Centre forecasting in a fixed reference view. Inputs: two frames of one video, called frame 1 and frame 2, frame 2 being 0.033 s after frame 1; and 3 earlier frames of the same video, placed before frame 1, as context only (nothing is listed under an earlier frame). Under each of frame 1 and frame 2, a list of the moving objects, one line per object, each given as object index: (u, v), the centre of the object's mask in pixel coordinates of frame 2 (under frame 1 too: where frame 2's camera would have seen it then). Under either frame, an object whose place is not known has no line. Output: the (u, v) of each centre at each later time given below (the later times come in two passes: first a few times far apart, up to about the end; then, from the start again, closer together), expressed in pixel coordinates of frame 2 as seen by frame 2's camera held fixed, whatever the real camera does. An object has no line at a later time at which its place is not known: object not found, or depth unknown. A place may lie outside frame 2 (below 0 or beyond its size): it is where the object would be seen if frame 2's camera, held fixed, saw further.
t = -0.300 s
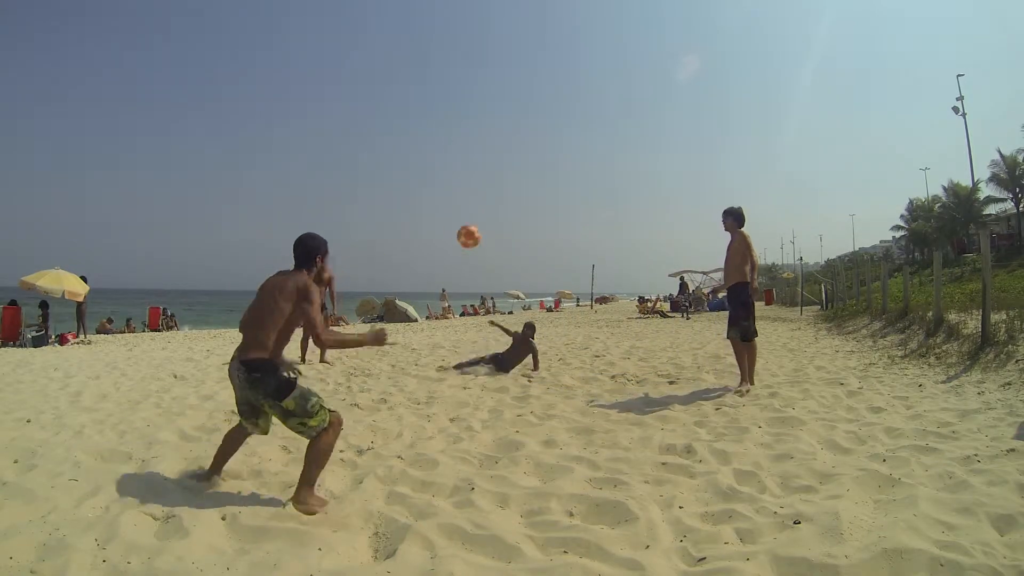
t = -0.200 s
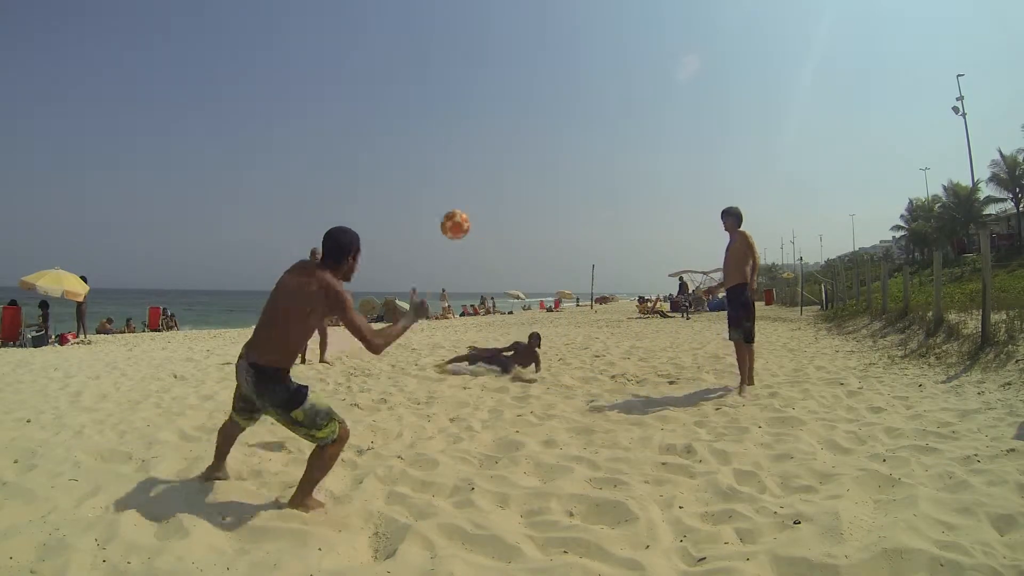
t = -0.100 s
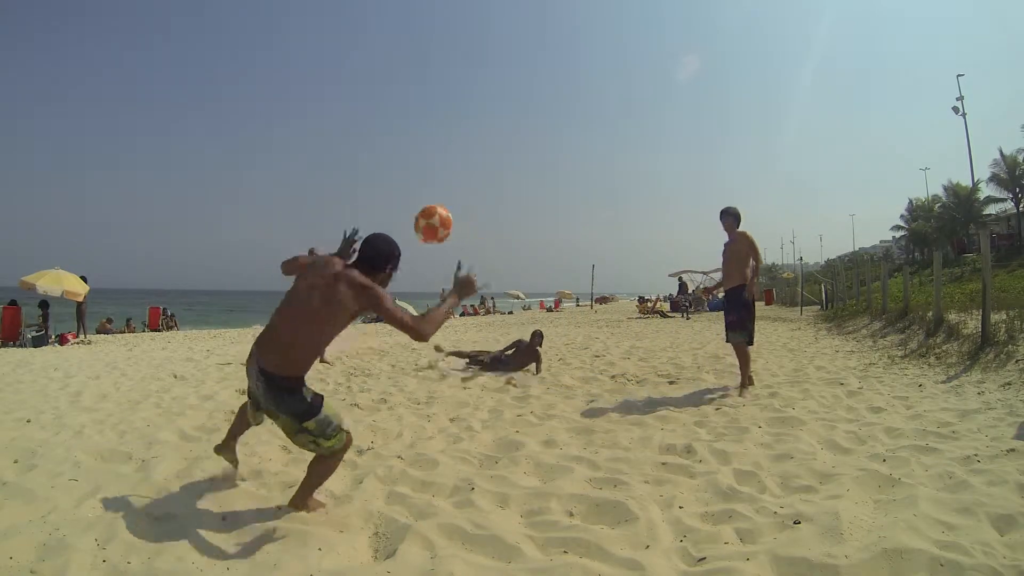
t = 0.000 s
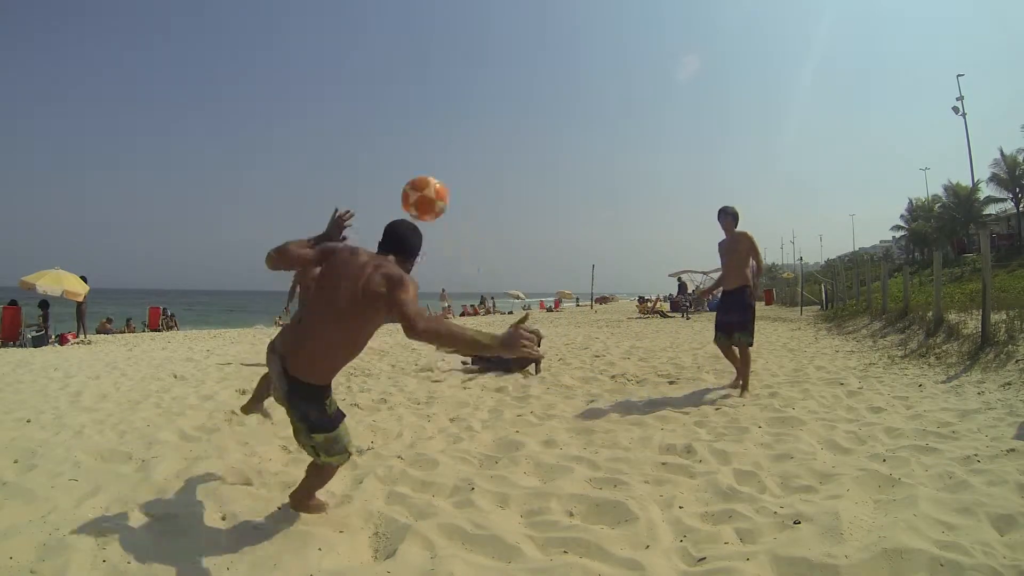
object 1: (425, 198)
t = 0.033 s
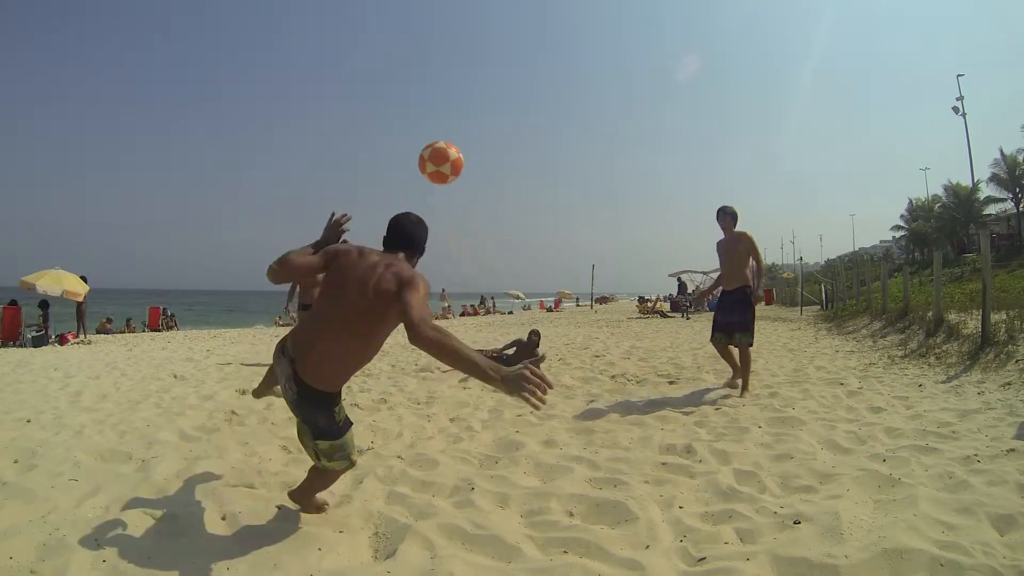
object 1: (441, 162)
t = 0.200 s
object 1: (506, 49)
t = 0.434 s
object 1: (565, 7)
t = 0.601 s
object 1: (595, 12)
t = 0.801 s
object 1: (627, 55)
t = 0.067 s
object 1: (456, 131)
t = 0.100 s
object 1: (470, 105)
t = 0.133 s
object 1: (483, 83)
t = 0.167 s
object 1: (495, 65)
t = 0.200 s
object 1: (506, 49)
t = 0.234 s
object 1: (516, 37)
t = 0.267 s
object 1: (525, 26)
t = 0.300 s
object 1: (534, 19)
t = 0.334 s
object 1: (542, 13)
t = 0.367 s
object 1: (550, 10)
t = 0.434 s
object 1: (565, 7)
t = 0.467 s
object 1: (571, 7)
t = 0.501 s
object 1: (578, 7)
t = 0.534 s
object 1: (584, 8)
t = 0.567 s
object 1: (589, 10)
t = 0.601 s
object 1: (595, 12)
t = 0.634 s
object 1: (601, 17)
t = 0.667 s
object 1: (606, 23)
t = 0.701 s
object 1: (612, 29)
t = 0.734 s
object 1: (617, 37)
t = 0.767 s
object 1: (622, 46)
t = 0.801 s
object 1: (627, 55)
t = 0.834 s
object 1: (633, 66)
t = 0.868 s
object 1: (638, 78)
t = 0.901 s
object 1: (643, 89)
